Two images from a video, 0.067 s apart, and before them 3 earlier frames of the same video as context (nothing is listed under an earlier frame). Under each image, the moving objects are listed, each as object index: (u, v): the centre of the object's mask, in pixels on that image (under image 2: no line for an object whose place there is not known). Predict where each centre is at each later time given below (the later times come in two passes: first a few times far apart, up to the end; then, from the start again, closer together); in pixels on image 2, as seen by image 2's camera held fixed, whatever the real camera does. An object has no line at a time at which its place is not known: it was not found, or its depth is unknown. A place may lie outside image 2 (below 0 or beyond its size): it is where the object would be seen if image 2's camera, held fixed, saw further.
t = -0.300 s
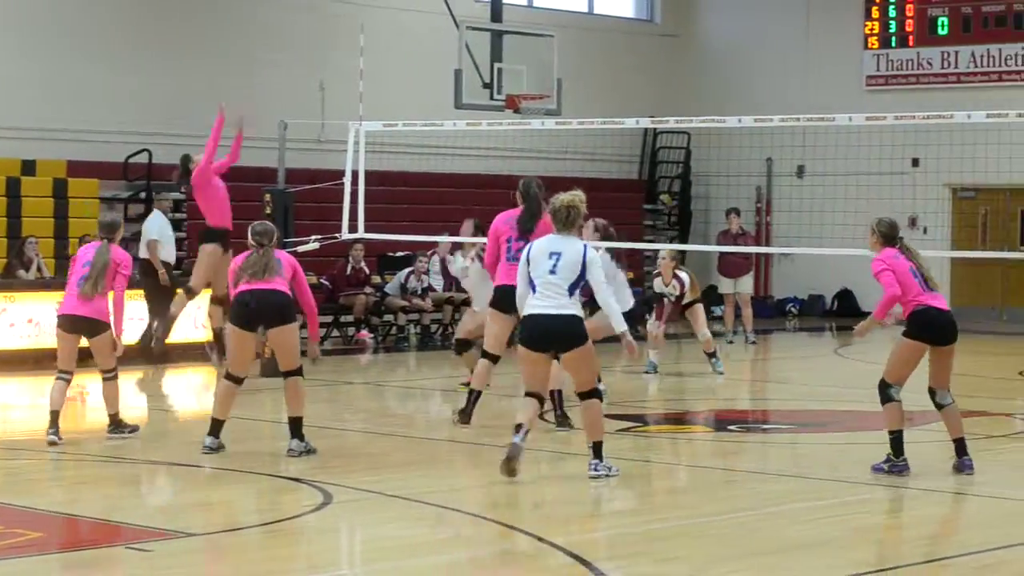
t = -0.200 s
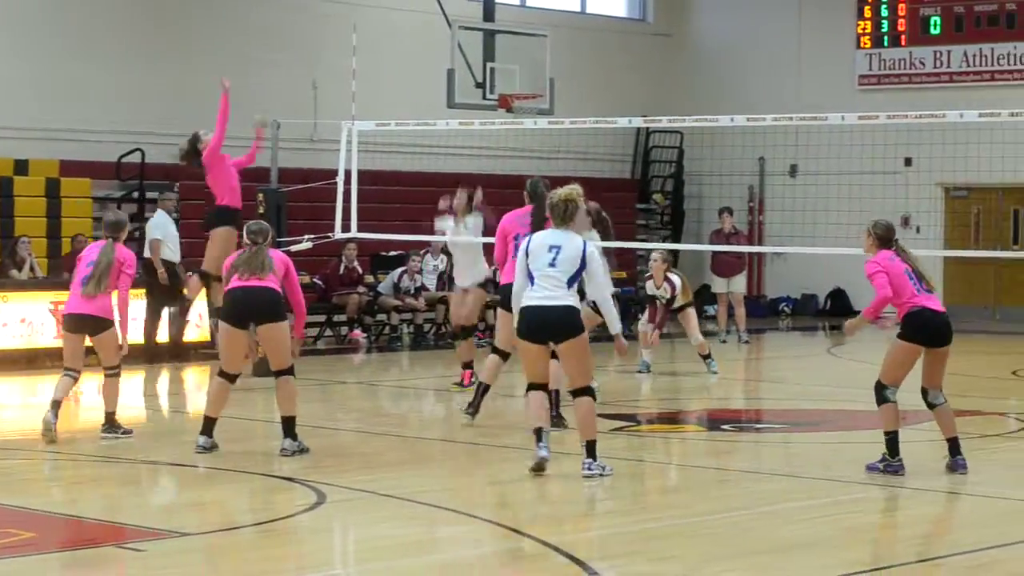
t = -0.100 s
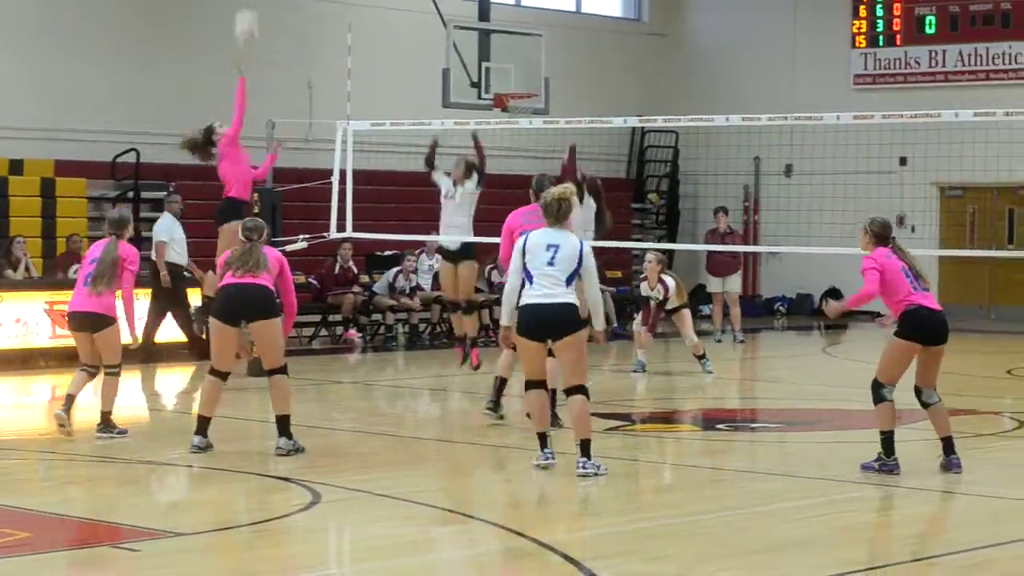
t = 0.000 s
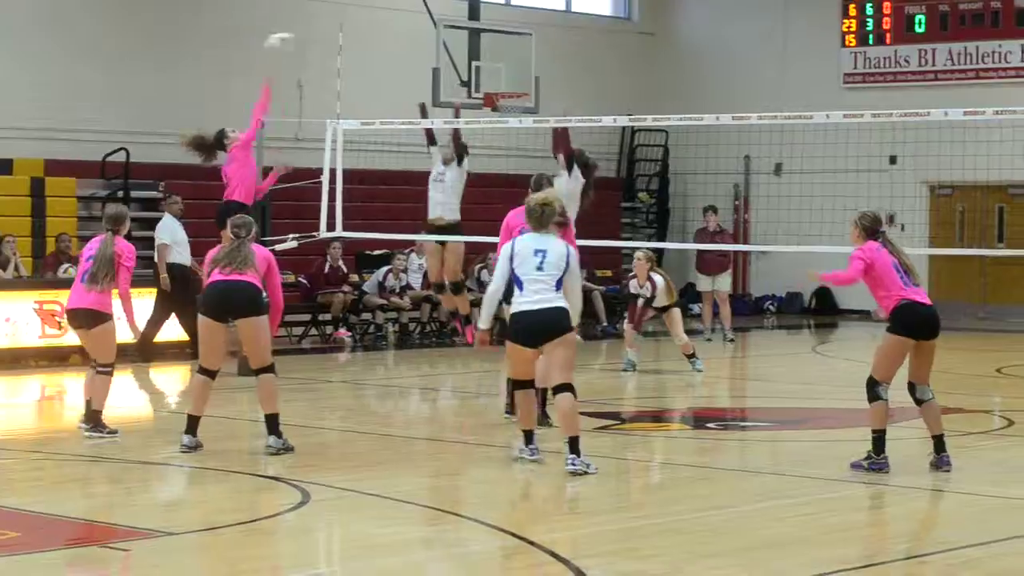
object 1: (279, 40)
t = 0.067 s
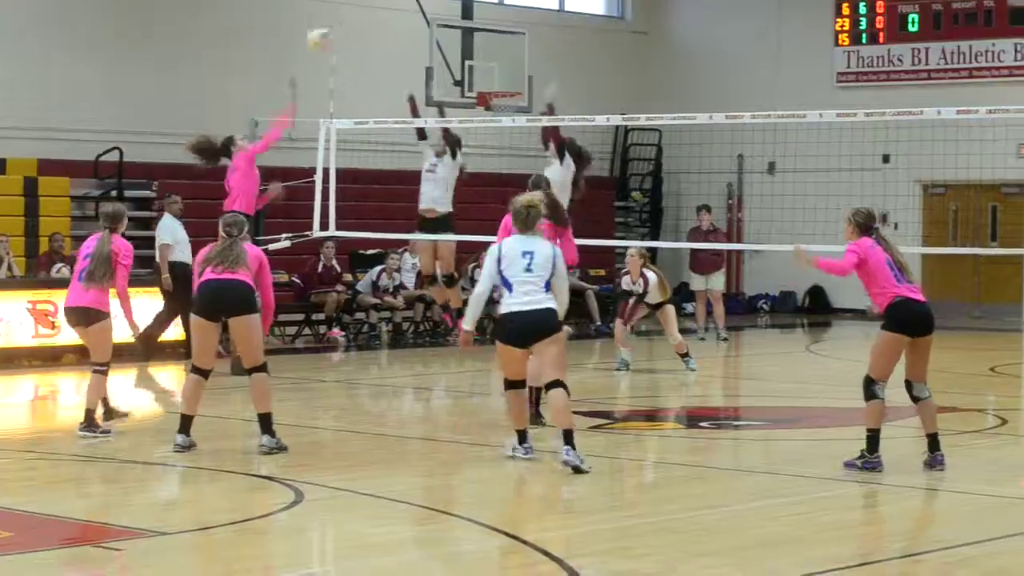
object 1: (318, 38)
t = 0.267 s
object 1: (446, 56)
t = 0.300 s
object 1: (467, 64)
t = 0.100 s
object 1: (339, 38)
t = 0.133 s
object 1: (364, 40)
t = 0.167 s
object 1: (385, 41)
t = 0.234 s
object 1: (426, 52)
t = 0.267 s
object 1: (446, 56)
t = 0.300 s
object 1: (467, 64)
